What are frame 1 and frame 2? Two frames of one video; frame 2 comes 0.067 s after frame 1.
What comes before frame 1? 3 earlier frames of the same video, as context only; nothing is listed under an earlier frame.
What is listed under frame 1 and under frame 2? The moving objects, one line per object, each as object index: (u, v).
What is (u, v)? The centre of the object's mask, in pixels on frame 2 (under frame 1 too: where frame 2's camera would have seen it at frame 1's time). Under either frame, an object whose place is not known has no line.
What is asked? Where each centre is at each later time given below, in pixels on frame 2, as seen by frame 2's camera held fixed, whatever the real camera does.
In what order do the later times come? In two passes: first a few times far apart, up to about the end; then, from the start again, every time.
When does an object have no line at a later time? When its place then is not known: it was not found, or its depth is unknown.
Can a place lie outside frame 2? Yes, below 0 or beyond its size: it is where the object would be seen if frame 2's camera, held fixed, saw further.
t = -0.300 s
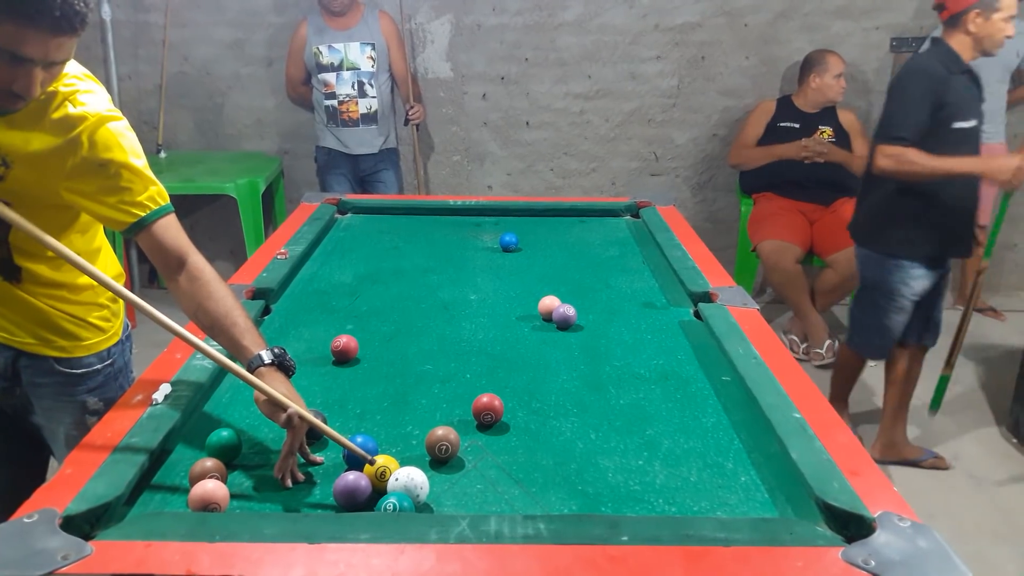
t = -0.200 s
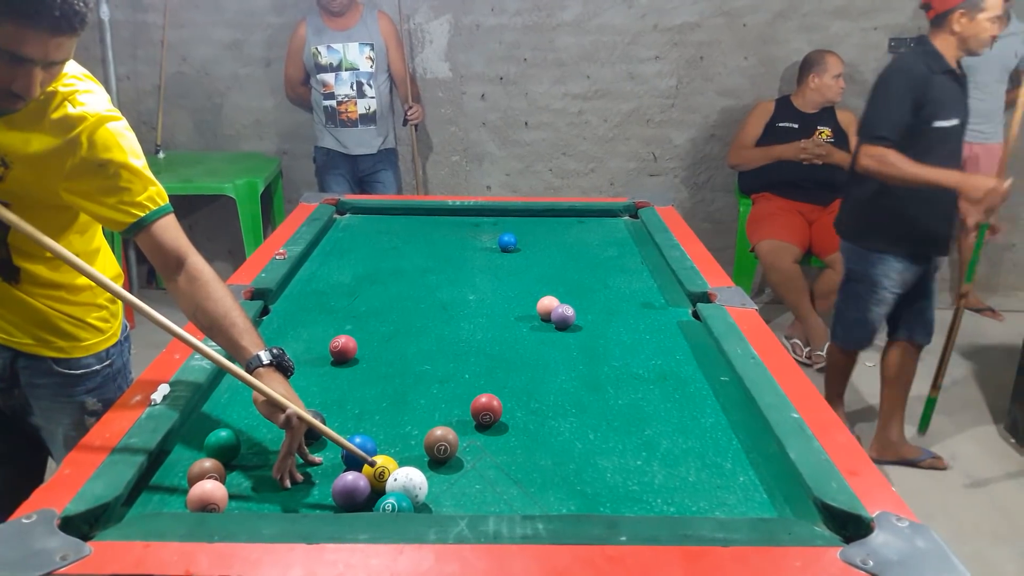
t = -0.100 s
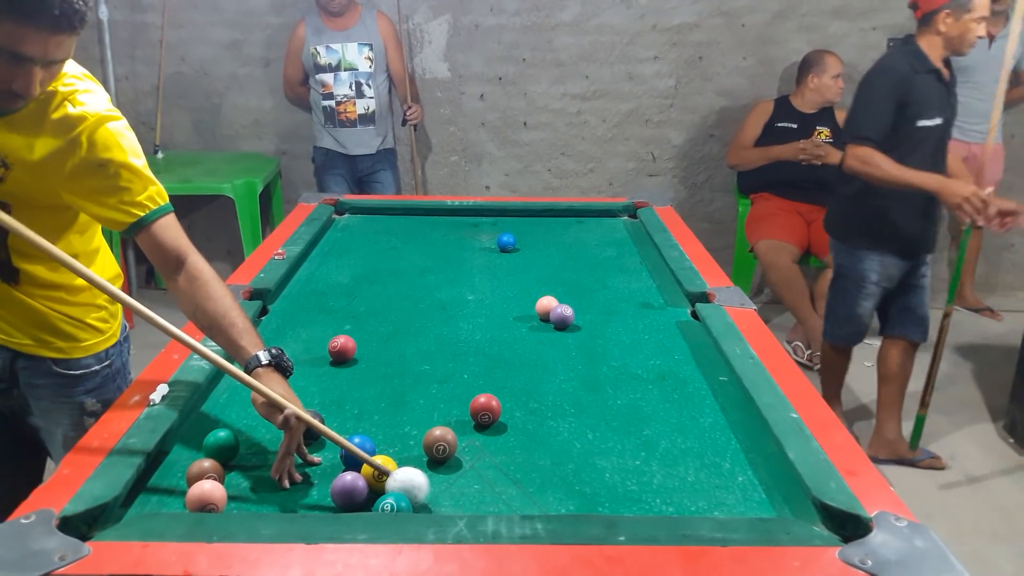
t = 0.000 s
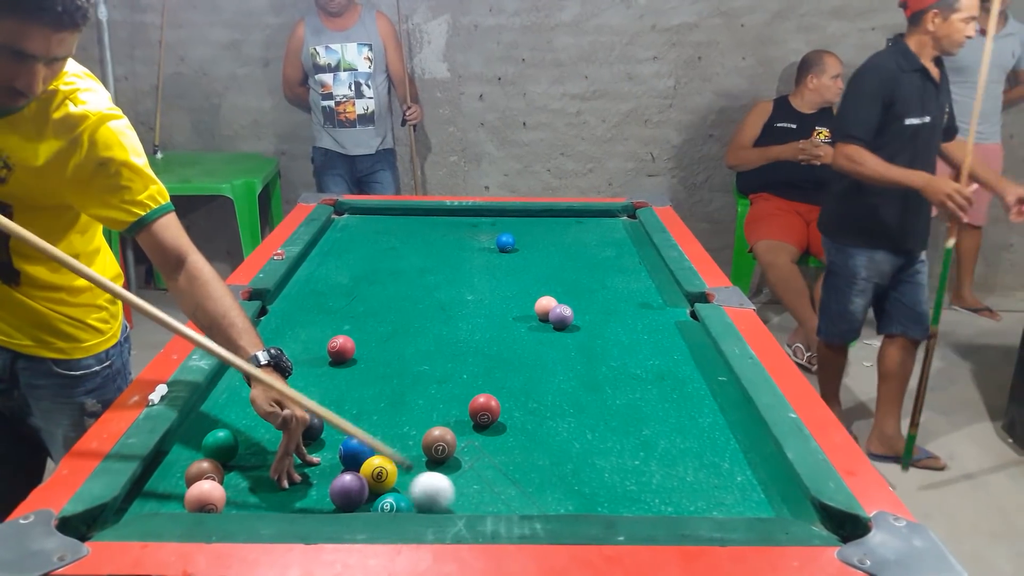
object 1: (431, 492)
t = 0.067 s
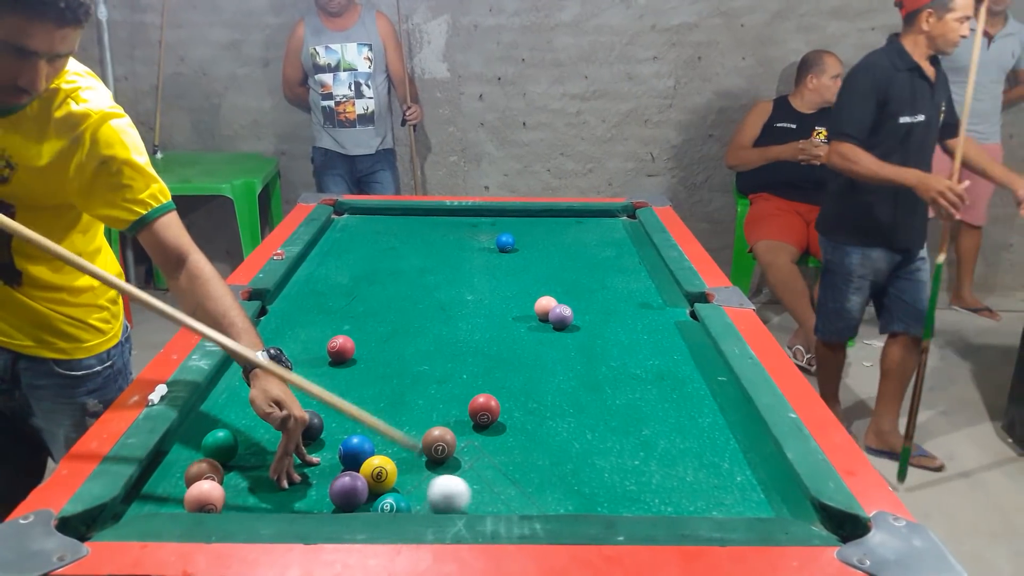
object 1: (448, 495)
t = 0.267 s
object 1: (499, 500)
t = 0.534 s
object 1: (554, 501)
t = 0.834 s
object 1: (600, 497)
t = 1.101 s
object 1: (635, 495)
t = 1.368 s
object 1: (664, 491)
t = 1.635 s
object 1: (689, 486)
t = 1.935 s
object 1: (711, 483)
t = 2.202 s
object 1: (726, 480)
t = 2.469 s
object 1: (736, 478)
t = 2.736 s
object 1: (741, 476)
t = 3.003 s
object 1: (744, 475)
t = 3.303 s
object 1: (744, 475)
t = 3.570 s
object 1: (744, 476)
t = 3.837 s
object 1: (744, 475)
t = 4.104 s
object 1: (744, 476)
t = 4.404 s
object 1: (744, 476)
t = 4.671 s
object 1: (744, 476)
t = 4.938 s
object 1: (744, 476)
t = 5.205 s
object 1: (744, 476)
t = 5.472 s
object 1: (744, 476)
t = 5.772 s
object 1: (744, 476)
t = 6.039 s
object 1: (744, 476)
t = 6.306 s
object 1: (744, 476)
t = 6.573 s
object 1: (744, 476)
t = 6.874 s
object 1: (744, 476)
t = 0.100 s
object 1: (457, 496)
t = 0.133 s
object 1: (465, 497)
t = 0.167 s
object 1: (473, 497)
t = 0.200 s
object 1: (482, 498)
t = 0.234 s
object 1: (490, 499)
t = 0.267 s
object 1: (499, 500)
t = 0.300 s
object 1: (507, 501)
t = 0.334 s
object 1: (515, 502)
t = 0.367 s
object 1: (523, 502)
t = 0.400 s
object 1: (531, 503)
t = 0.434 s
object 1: (537, 503)
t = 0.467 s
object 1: (543, 502)
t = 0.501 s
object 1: (548, 501)
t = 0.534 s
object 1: (554, 501)
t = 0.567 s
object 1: (559, 500)
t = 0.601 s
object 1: (564, 500)
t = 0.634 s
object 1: (570, 500)
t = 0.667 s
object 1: (575, 499)
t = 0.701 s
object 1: (580, 499)
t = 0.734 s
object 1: (585, 499)
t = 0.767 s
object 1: (590, 498)
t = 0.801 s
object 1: (595, 497)
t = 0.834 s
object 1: (600, 497)
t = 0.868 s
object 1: (605, 497)
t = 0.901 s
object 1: (609, 496)
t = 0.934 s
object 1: (614, 497)
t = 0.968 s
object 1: (618, 496)
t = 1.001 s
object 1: (623, 496)
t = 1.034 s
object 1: (627, 496)
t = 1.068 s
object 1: (631, 495)
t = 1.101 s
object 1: (635, 495)
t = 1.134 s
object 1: (639, 494)
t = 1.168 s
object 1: (643, 494)
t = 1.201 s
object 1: (647, 493)
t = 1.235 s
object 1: (651, 493)
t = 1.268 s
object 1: (654, 492)
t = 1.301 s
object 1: (658, 492)
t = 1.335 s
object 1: (661, 491)
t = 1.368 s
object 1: (664, 491)
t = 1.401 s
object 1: (668, 490)
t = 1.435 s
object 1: (671, 489)
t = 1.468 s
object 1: (674, 489)
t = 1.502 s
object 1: (677, 488)
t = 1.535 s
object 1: (680, 488)
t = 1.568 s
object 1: (683, 487)
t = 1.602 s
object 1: (686, 487)
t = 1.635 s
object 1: (689, 486)
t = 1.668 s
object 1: (692, 486)
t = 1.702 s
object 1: (694, 485)
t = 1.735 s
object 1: (697, 485)
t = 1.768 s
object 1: (699, 484)
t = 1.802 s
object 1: (702, 484)
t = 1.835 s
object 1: (704, 484)
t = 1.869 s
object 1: (706, 483)
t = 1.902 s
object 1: (709, 483)
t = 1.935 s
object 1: (711, 483)
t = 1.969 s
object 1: (713, 483)
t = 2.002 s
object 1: (715, 482)
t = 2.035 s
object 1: (717, 482)
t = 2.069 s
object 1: (719, 482)
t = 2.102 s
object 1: (721, 481)
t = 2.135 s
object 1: (723, 481)
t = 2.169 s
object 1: (724, 481)
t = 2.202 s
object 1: (726, 480)
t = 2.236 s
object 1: (728, 480)
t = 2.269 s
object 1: (729, 480)
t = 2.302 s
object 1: (730, 480)
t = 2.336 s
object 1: (731, 479)
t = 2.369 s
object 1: (733, 479)
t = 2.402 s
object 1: (734, 479)
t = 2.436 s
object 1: (735, 478)
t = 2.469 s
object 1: (736, 478)
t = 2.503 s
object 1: (736, 478)
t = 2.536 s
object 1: (737, 477)
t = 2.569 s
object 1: (737, 477)
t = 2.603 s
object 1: (738, 477)
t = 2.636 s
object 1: (739, 476)
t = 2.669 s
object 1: (739, 476)
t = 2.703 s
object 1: (740, 476)
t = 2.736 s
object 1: (741, 476)
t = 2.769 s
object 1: (741, 476)
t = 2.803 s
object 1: (742, 476)
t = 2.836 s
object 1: (742, 476)
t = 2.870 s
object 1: (742, 476)
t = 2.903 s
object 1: (743, 475)
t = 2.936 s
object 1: (743, 475)
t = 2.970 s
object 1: (743, 475)
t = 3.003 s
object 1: (744, 475)
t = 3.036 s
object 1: (744, 475)
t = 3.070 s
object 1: (744, 475)
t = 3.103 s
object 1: (744, 475)
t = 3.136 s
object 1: (744, 475)
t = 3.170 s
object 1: (744, 475)
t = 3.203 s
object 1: (744, 475)
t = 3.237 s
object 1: (744, 475)
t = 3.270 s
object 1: (744, 475)
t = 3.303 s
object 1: (744, 475)
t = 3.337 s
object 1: (744, 475)
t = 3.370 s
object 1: (744, 475)
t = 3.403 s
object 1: (744, 475)
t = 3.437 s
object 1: (744, 475)
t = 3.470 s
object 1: (744, 475)
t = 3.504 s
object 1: (744, 475)
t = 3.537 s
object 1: (744, 475)
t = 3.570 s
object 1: (744, 476)
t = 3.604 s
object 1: (744, 476)
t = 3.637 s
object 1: (744, 476)
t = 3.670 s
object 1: (744, 476)
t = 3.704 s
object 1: (744, 476)
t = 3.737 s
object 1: (744, 475)
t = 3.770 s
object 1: (744, 476)
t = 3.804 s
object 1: (744, 476)
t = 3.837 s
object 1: (744, 475)
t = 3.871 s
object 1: (744, 475)
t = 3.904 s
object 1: (744, 476)
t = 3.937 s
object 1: (744, 476)
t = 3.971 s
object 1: (744, 476)
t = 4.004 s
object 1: (744, 476)
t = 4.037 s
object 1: (744, 476)
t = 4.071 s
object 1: (744, 476)
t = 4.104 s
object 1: (744, 476)
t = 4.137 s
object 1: (744, 476)
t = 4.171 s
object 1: (744, 476)
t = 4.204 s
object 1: (744, 476)
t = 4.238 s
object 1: (744, 476)
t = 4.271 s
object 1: (744, 475)
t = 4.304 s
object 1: (744, 475)
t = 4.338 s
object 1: (744, 475)
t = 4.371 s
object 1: (744, 476)
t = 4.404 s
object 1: (744, 476)
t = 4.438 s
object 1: (744, 476)
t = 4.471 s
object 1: (744, 476)
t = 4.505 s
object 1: (744, 476)
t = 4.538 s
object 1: (744, 476)
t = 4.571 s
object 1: (744, 476)
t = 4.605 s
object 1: (744, 476)
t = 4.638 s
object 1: (744, 476)
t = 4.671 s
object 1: (744, 476)
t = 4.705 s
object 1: (744, 476)
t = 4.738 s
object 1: (744, 476)
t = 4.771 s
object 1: (744, 476)
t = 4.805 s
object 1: (744, 476)
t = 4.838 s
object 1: (744, 476)
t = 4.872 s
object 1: (744, 476)
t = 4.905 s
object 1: (744, 476)
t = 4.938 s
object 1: (744, 476)
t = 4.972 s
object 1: (744, 476)
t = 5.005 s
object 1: (744, 476)
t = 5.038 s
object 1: (744, 476)
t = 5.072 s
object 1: (744, 476)
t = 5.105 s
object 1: (744, 476)
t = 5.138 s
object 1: (744, 476)
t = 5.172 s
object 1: (744, 476)
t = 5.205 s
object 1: (744, 476)
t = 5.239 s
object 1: (744, 476)
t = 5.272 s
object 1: (744, 476)
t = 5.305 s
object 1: (744, 476)
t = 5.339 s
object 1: (744, 476)
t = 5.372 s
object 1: (744, 476)
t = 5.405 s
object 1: (744, 476)
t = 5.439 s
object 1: (744, 476)
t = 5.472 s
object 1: (744, 476)
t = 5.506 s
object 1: (744, 476)
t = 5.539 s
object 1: (744, 476)
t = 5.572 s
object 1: (744, 476)
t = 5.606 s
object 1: (744, 476)
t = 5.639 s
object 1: (744, 476)
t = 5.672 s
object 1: (744, 476)
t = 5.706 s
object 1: (744, 476)
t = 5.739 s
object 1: (744, 476)
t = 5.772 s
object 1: (744, 476)
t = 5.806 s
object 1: (744, 476)
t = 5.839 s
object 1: (744, 475)
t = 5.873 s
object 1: (744, 476)
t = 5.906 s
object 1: (744, 476)
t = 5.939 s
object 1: (744, 476)
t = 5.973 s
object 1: (744, 476)
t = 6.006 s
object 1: (744, 476)
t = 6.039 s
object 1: (744, 476)
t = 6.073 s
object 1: (744, 476)
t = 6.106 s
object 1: (744, 476)
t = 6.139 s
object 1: (744, 476)
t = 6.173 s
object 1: (744, 476)
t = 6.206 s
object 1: (744, 476)
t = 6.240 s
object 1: (744, 476)
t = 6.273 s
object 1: (744, 476)
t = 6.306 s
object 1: (744, 476)
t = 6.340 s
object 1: (744, 476)
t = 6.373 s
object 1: (744, 476)
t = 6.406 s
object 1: (744, 476)
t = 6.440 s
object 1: (744, 476)
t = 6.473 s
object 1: (744, 476)
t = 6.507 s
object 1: (744, 476)
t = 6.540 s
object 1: (744, 476)
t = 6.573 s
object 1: (744, 476)
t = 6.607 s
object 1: (744, 476)
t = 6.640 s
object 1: (744, 476)
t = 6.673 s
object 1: (744, 476)
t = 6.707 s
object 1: (744, 476)
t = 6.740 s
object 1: (744, 476)
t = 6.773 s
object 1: (744, 476)
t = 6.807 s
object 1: (744, 476)
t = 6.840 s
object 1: (744, 476)
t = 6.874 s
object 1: (744, 476)
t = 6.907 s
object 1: (744, 476)
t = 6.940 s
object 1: (744, 476)
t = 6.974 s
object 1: (744, 476)
